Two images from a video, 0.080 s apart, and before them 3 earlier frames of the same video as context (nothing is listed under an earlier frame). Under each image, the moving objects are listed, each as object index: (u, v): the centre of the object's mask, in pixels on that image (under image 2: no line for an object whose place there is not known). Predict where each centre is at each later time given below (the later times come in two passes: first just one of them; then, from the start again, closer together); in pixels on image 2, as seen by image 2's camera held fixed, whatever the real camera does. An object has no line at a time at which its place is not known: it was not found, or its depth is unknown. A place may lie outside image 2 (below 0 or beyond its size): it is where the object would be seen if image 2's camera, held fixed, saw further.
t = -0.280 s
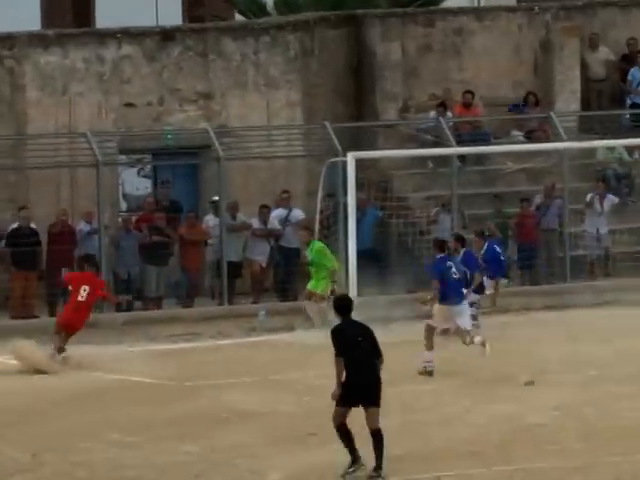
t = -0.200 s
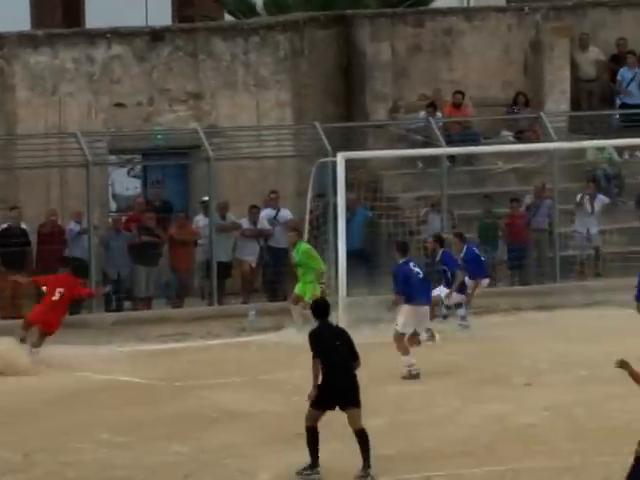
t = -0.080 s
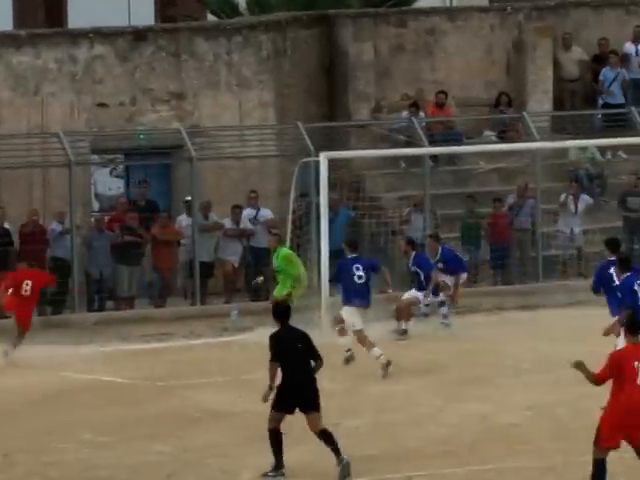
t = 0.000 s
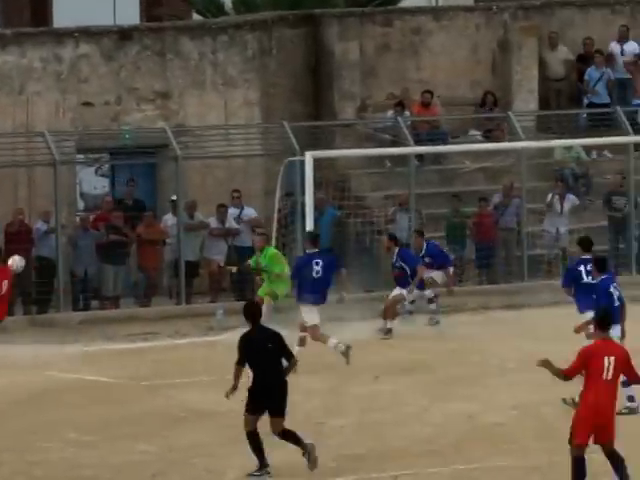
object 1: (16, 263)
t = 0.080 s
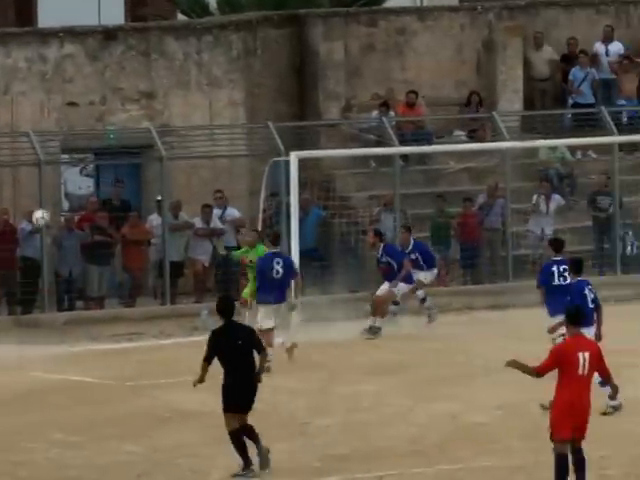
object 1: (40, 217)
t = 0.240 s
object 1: (119, 141)
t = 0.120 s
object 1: (59, 197)
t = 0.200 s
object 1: (99, 158)
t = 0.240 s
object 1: (119, 141)
